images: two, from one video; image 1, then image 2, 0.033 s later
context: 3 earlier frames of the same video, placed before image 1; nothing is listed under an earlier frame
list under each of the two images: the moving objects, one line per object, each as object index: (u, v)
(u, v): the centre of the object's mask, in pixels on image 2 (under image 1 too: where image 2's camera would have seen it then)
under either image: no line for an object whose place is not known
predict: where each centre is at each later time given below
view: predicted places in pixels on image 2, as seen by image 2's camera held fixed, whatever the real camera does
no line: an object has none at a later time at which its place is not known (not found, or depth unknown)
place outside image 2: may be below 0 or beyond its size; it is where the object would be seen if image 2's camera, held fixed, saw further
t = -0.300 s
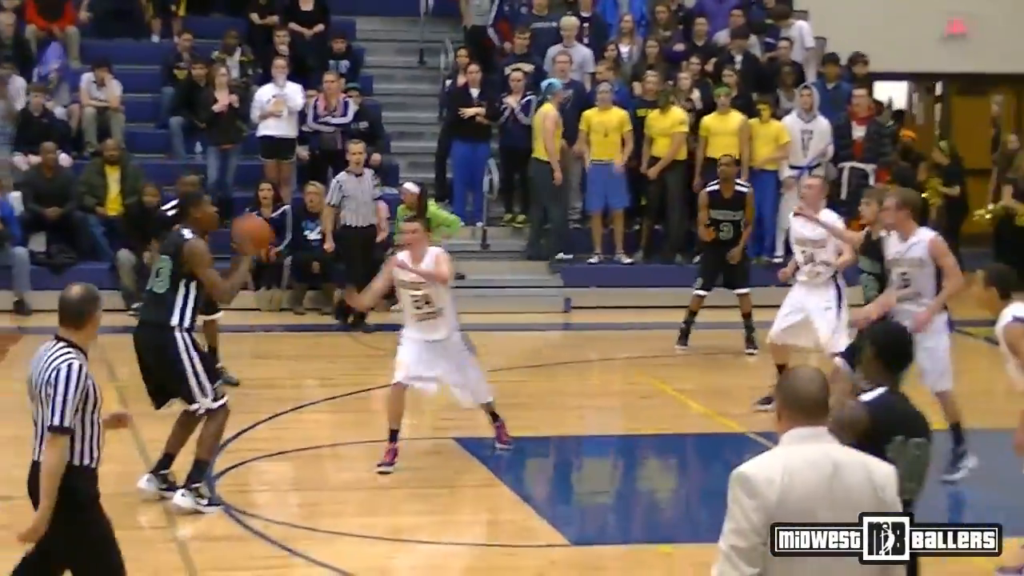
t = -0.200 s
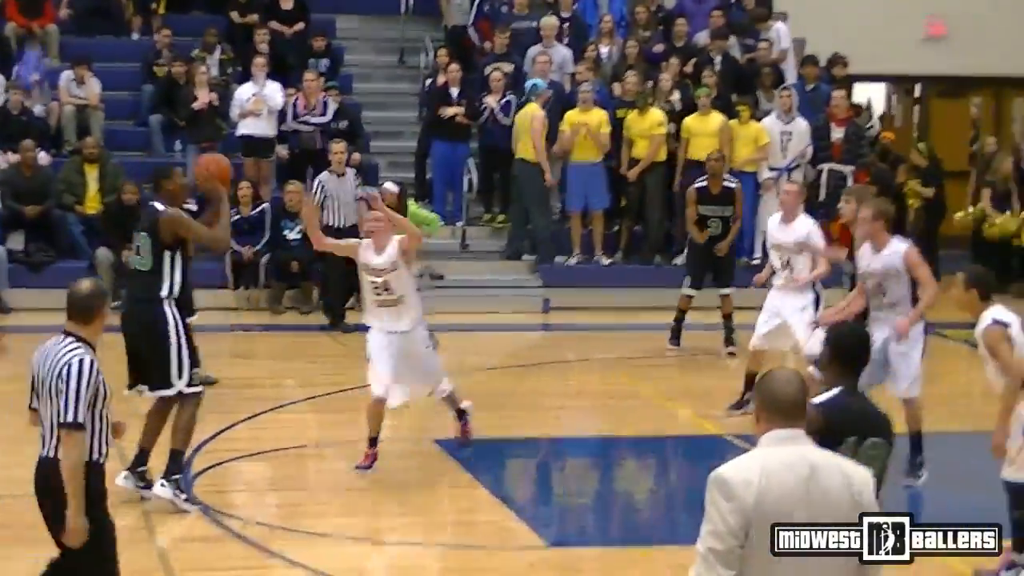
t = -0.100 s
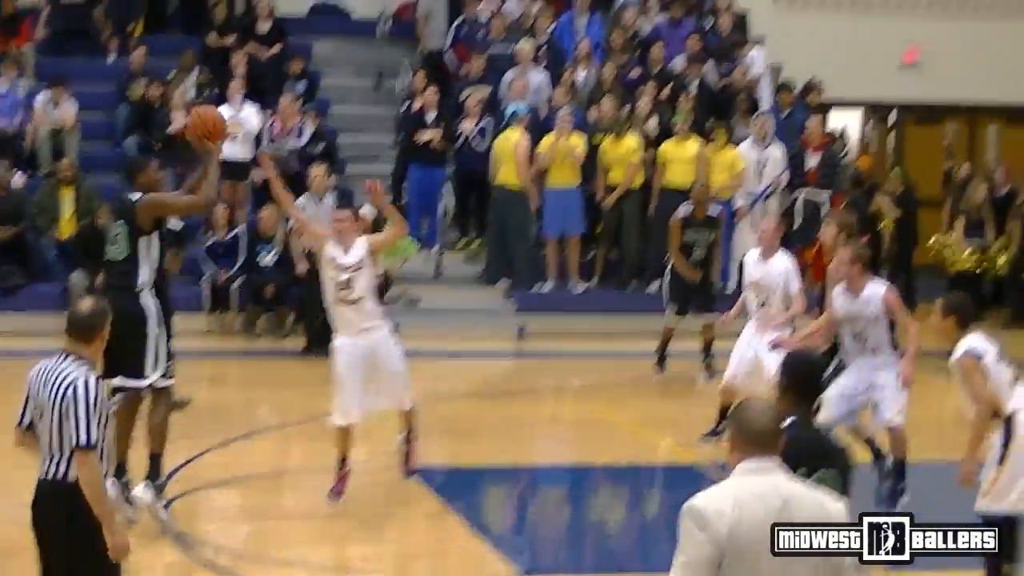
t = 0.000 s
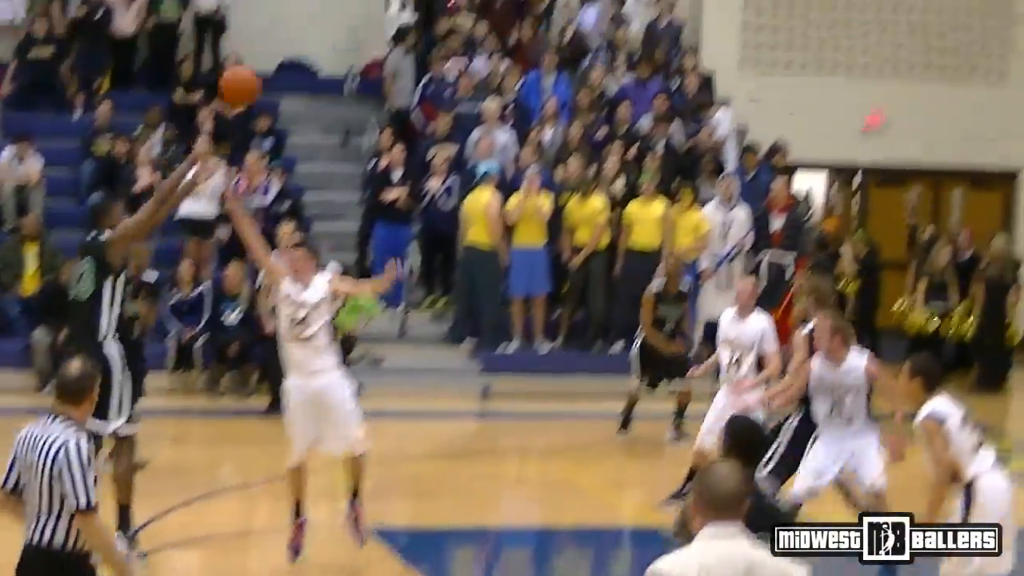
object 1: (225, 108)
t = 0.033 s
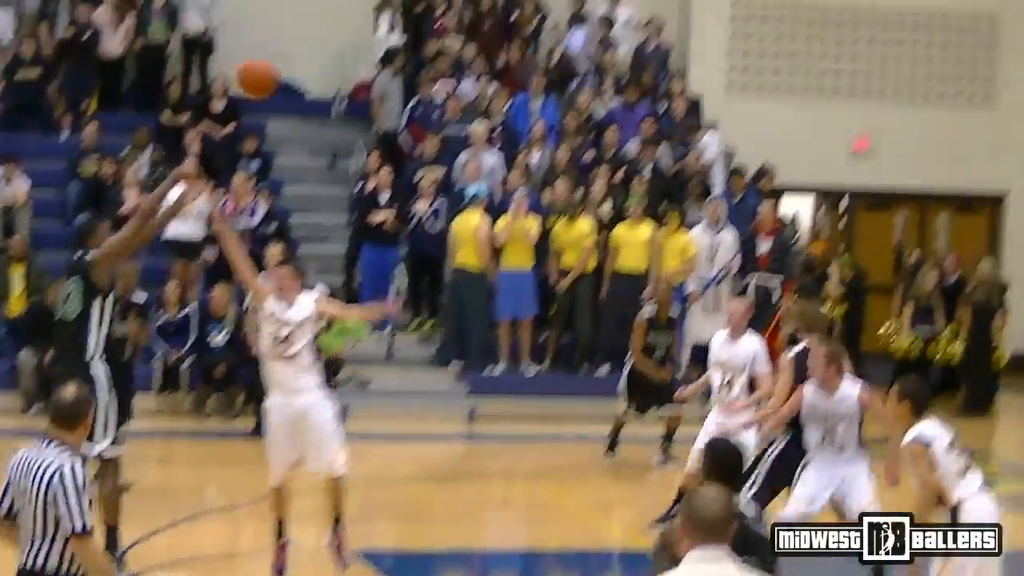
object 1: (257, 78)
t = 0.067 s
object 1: (288, 48)
